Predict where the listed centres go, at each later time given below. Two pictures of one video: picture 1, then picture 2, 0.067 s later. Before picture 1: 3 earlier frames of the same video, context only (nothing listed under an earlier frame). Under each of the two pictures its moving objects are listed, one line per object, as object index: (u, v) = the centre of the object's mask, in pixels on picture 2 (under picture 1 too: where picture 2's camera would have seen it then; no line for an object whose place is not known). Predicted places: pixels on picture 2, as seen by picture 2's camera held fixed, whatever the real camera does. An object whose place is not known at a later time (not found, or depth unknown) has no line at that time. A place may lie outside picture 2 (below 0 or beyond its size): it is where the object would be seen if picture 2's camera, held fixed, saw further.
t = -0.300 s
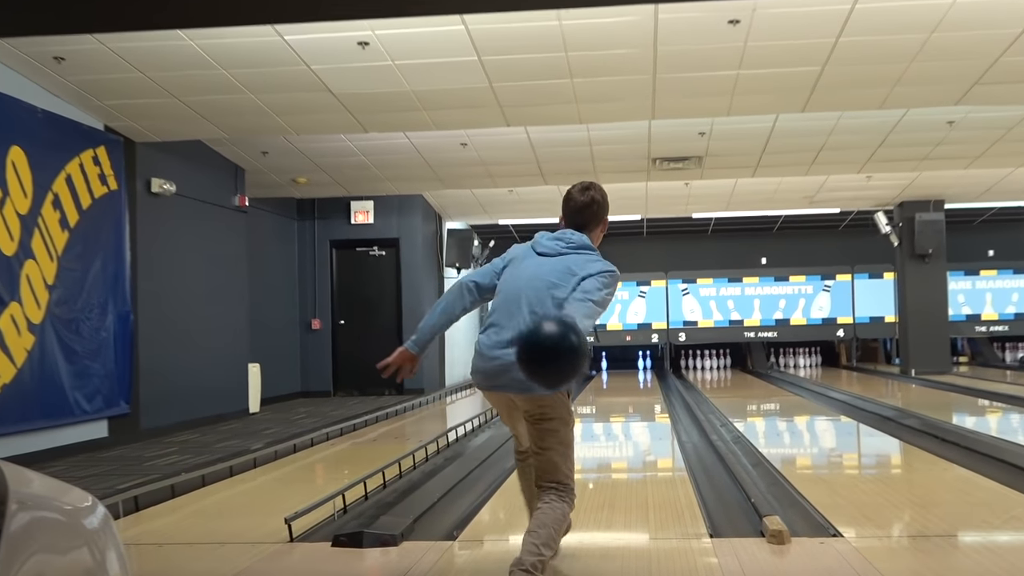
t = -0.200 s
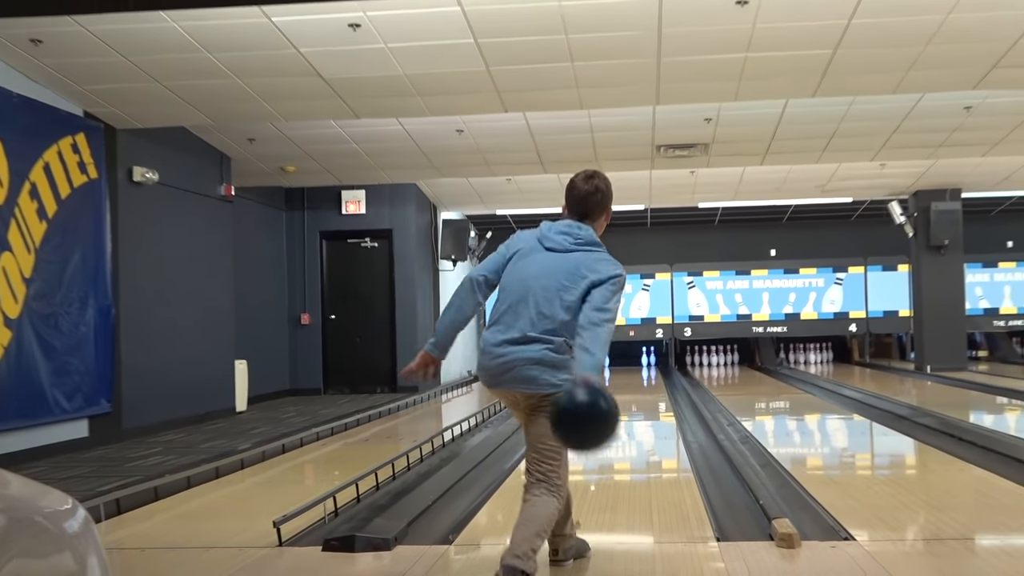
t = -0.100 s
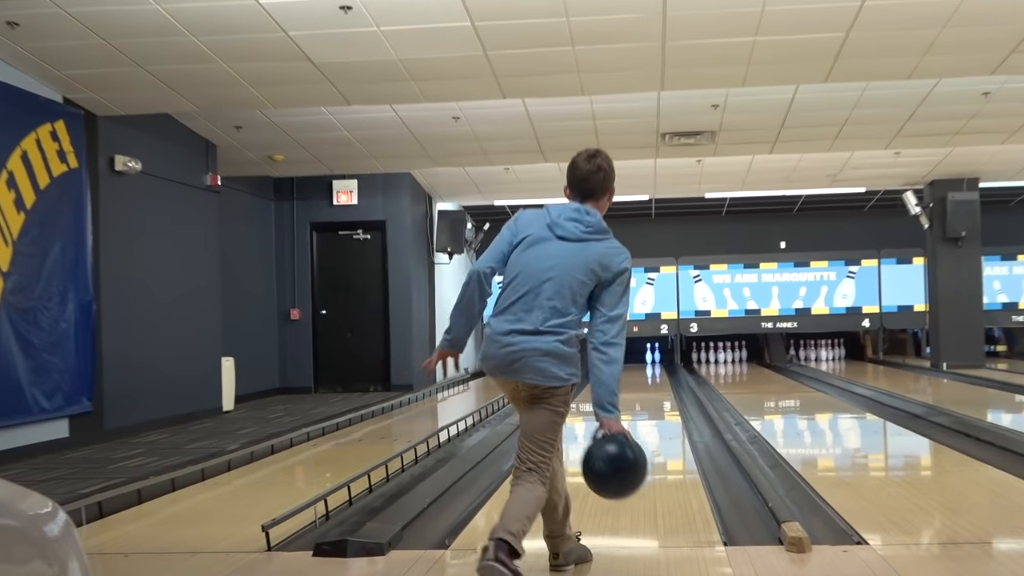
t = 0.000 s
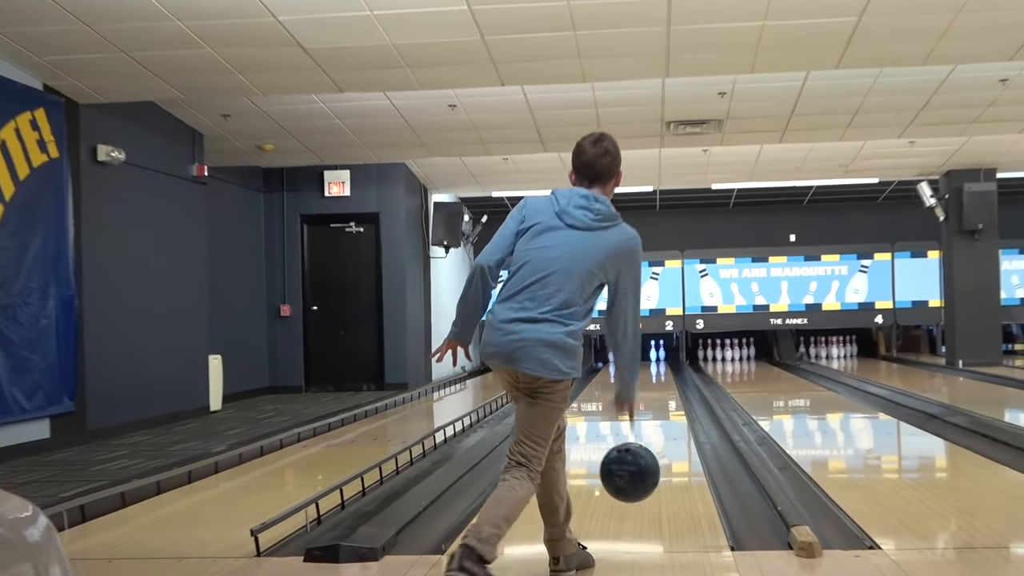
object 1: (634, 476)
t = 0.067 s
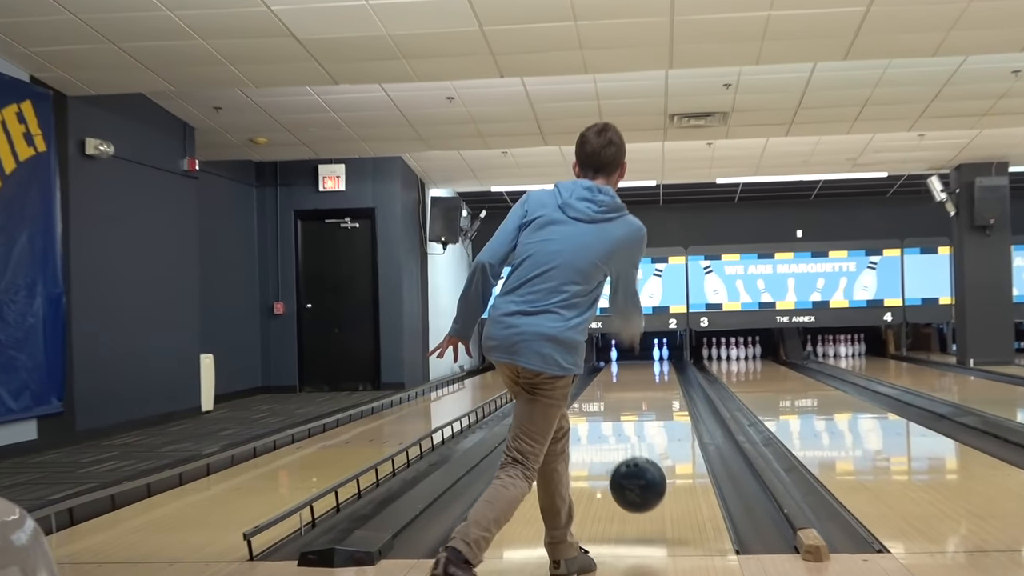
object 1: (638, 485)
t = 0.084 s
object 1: (639, 488)
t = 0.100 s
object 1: (640, 493)
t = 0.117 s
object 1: (641, 498)
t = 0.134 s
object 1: (642, 496)
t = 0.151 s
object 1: (643, 491)
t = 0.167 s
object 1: (643, 487)
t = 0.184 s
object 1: (644, 484)
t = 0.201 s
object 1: (645, 482)
